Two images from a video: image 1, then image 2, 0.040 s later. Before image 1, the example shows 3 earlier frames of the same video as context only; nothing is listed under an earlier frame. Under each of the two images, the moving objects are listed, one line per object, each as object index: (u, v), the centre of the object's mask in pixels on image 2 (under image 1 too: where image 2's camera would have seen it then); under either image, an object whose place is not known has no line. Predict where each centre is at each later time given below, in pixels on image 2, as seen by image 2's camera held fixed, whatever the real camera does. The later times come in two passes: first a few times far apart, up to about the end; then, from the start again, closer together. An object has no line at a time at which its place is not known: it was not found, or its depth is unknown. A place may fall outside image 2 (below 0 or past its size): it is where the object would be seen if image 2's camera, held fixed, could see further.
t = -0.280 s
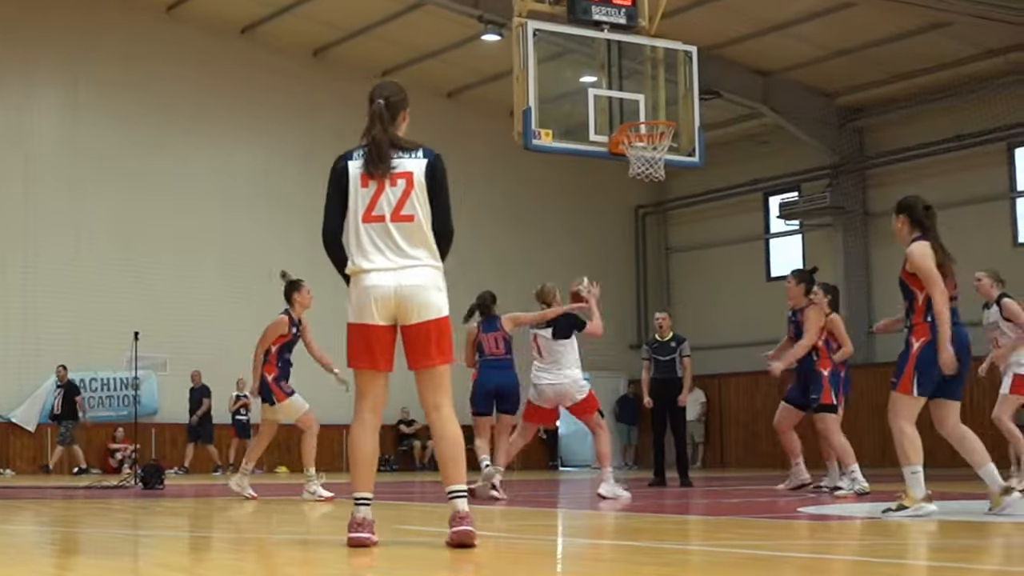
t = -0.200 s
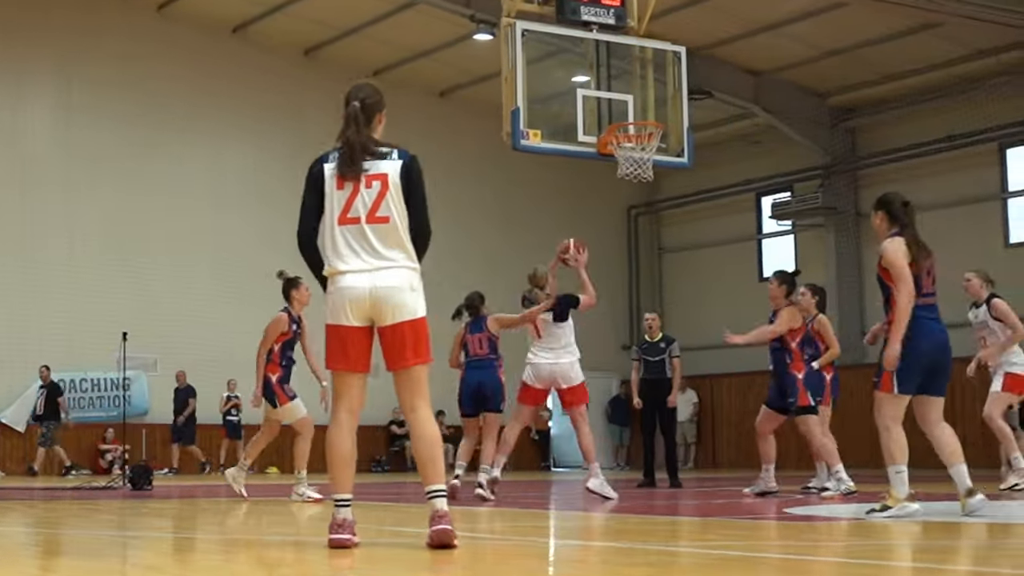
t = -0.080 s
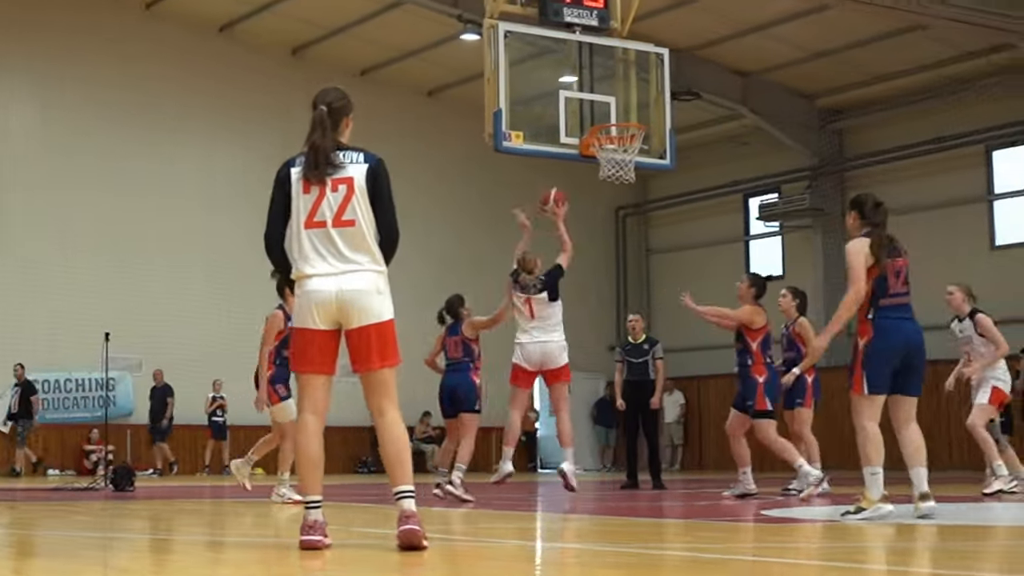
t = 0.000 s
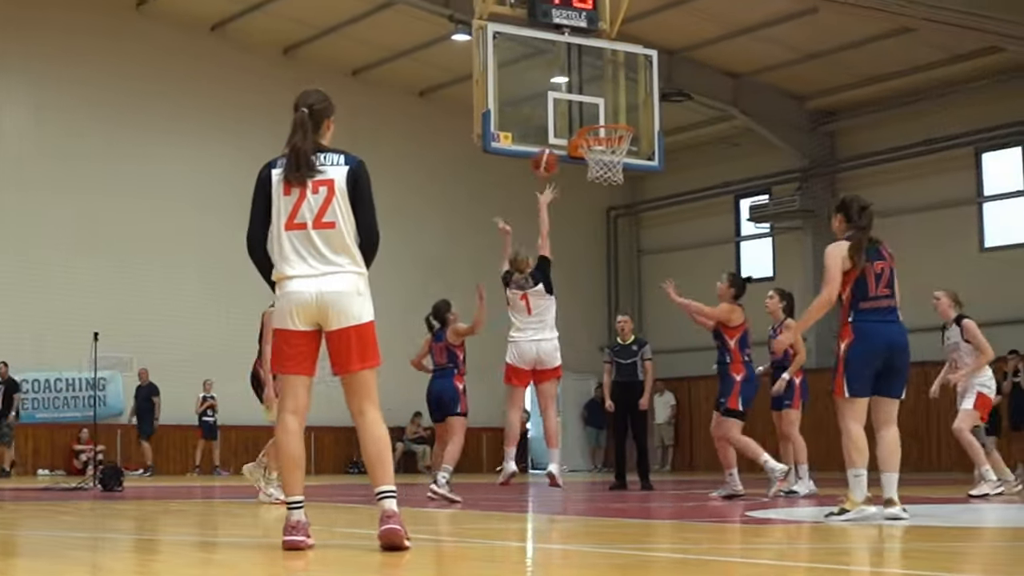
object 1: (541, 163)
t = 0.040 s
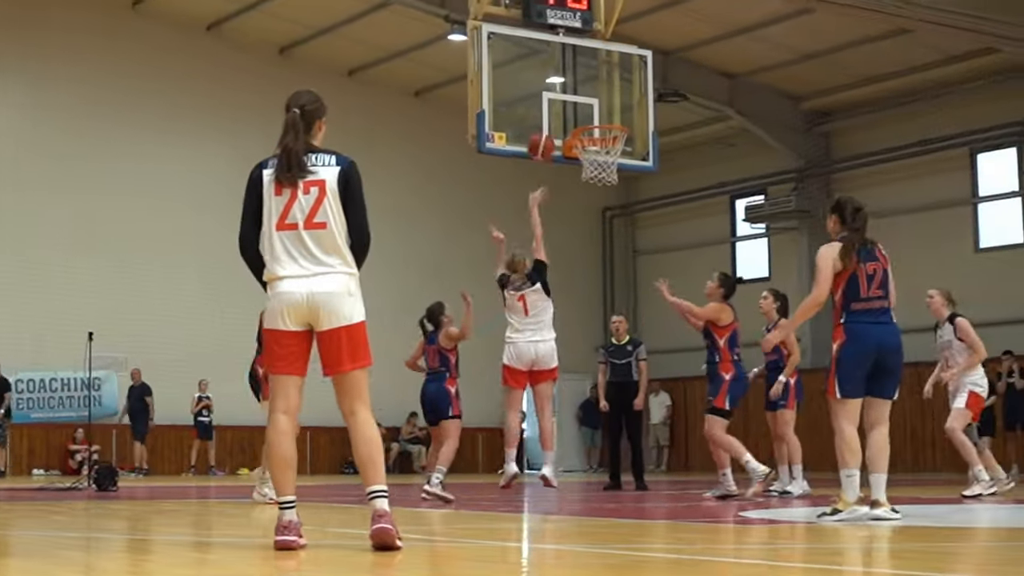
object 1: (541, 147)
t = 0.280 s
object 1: (566, 104)
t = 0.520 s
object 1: (596, 137)
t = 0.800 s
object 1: (589, 178)
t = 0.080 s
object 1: (541, 132)
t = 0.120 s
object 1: (543, 120)
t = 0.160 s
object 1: (548, 113)
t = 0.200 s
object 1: (553, 108)
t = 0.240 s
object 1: (559, 106)
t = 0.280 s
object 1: (566, 104)
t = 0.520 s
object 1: (596, 137)
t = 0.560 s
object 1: (591, 142)
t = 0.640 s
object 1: (589, 163)
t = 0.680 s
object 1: (589, 170)
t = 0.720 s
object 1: (589, 173)
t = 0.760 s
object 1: (589, 174)
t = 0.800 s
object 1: (589, 178)
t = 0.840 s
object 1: (587, 183)
